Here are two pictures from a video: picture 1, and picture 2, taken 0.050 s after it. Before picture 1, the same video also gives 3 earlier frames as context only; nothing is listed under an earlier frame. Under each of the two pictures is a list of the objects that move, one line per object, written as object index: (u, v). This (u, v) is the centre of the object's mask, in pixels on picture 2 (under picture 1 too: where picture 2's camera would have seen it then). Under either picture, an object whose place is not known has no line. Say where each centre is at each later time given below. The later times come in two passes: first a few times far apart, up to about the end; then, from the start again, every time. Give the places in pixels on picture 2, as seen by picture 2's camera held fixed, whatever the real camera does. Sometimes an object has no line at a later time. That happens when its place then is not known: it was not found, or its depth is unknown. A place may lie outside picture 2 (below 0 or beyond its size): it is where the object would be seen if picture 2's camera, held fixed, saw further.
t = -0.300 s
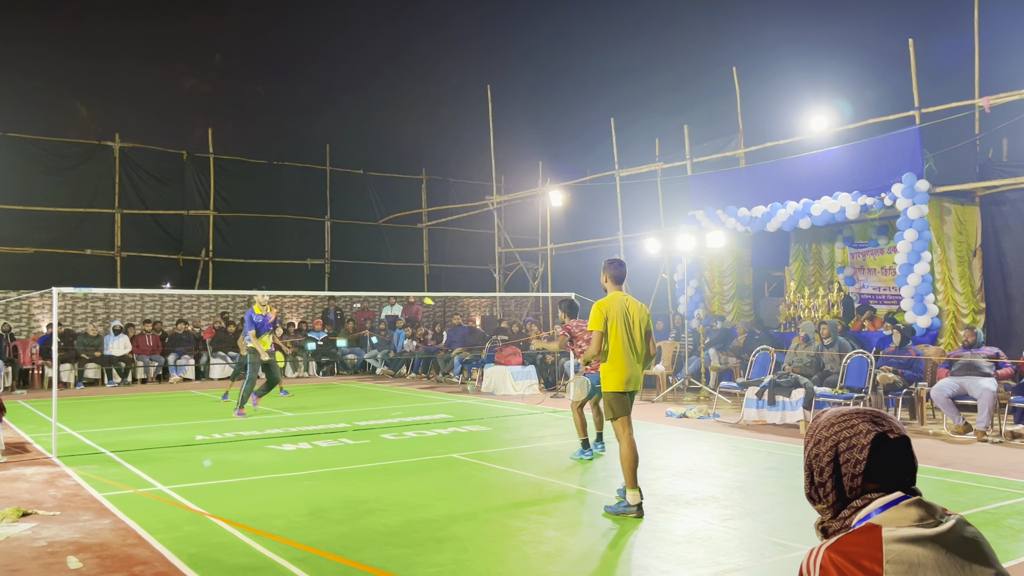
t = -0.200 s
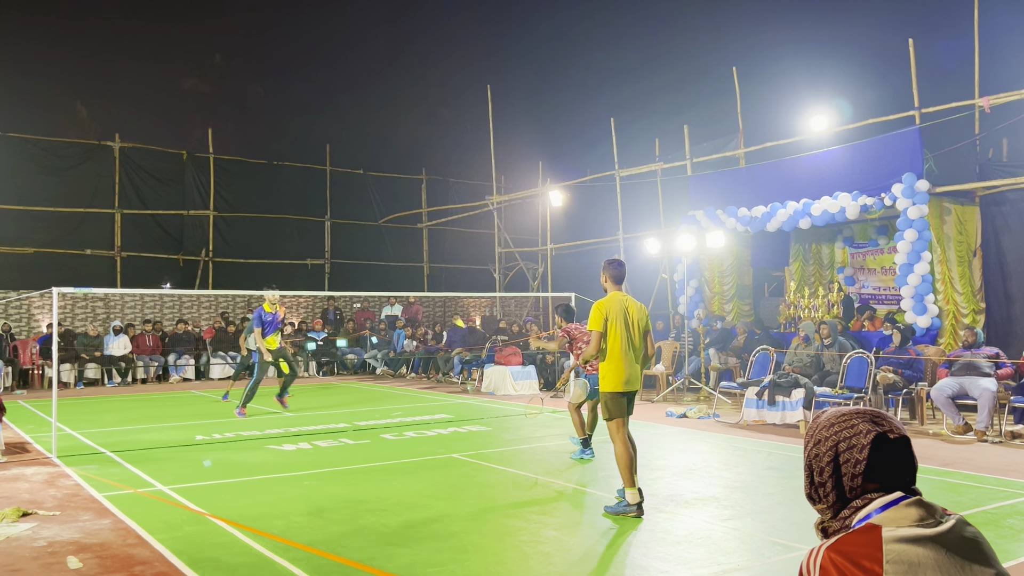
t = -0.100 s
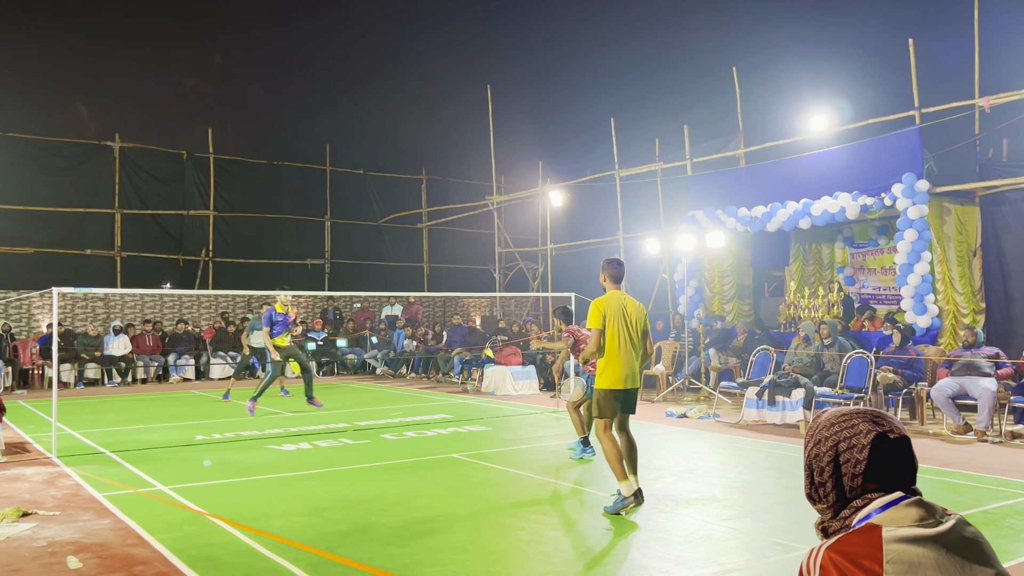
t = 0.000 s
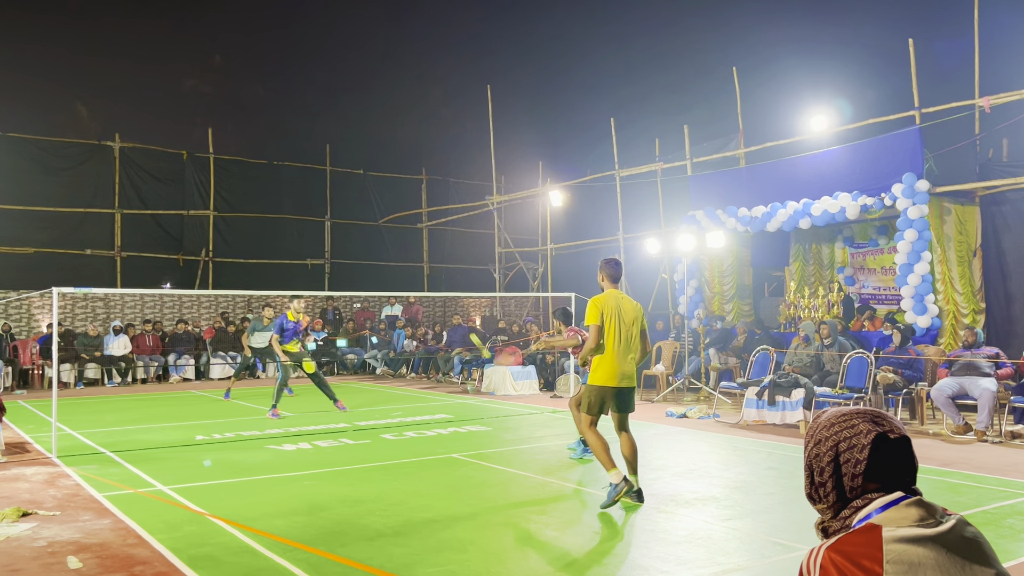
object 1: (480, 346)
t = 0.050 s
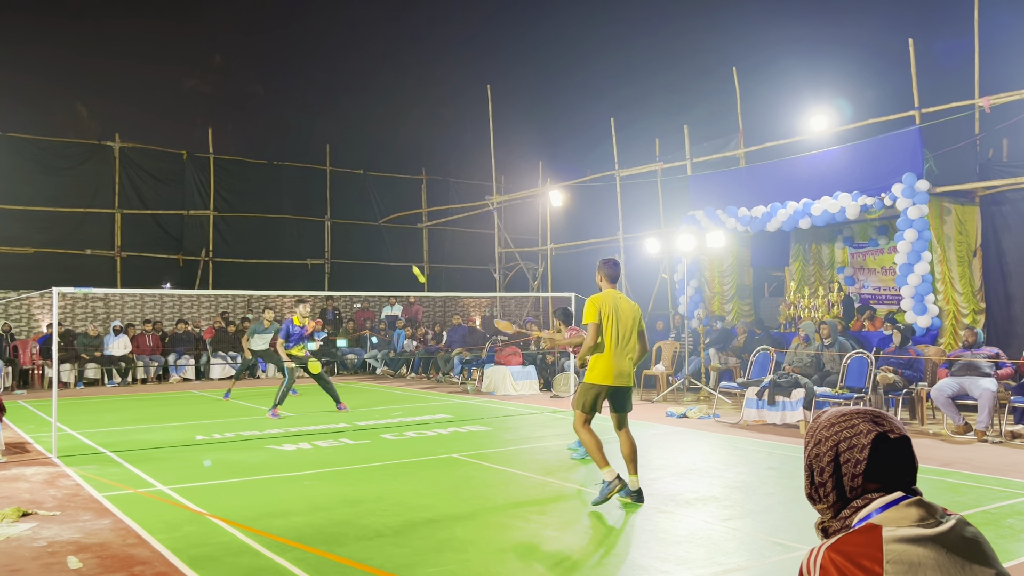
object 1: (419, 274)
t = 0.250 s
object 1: (299, 138)
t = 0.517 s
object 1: (223, 87)
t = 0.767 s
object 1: (180, 94)
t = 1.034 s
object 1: (147, 141)
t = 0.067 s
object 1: (406, 255)
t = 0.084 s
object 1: (392, 238)
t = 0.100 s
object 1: (378, 224)
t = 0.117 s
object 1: (367, 211)
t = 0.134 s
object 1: (356, 198)
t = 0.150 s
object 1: (346, 187)
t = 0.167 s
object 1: (337, 177)
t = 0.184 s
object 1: (328, 168)
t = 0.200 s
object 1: (320, 160)
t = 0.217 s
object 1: (313, 152)
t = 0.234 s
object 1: (305, 144)
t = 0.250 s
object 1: (299, 138)
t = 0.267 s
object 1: (293, 132)
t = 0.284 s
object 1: (287, 126)
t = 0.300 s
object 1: (284, 120)
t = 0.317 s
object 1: (278, 116)
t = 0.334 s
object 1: (270, 112)
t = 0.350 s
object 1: (265, 108)
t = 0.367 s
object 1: (260, 105)
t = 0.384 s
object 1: (256, 102)
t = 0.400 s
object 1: (251, 99)
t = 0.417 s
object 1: (247, 97)
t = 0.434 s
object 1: (242, 94)
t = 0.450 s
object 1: (238, 93)
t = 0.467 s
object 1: (234, 91)
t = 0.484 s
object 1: (230, 89)
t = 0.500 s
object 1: (227, 88)
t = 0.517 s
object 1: (223, 87)
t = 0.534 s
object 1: (219, 86)
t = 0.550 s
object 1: (216, 86)
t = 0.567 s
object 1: (213, 85)
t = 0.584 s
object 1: (209, 85)
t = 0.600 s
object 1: (206, 85)
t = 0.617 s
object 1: (204, 85)
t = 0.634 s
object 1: (200, 86)
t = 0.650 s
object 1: (198, 86)
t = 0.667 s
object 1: (195, 87)
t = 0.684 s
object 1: (192, 88)
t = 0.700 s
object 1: (190, 88)
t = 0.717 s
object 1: (187, 89)
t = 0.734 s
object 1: (184, 91)
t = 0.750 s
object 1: (182, 93)
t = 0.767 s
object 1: (180, 94)
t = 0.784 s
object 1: (177, 96)
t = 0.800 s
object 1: (174, 99)
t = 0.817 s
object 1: (172, 100)
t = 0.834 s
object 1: (170, 103)
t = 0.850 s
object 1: (168, 105)
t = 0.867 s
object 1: (166, 108)
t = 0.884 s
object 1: (163, 111)
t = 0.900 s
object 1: (162, 114)
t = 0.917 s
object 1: (160, 117)
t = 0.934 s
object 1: (157, 120)
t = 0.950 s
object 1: (156, 123)
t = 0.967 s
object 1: (154, 127)
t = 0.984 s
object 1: (152, 130)
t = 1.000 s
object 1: (150, 134)
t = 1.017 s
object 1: (149, 137)
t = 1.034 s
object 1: (147, 141)
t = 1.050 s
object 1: (145, 145)
